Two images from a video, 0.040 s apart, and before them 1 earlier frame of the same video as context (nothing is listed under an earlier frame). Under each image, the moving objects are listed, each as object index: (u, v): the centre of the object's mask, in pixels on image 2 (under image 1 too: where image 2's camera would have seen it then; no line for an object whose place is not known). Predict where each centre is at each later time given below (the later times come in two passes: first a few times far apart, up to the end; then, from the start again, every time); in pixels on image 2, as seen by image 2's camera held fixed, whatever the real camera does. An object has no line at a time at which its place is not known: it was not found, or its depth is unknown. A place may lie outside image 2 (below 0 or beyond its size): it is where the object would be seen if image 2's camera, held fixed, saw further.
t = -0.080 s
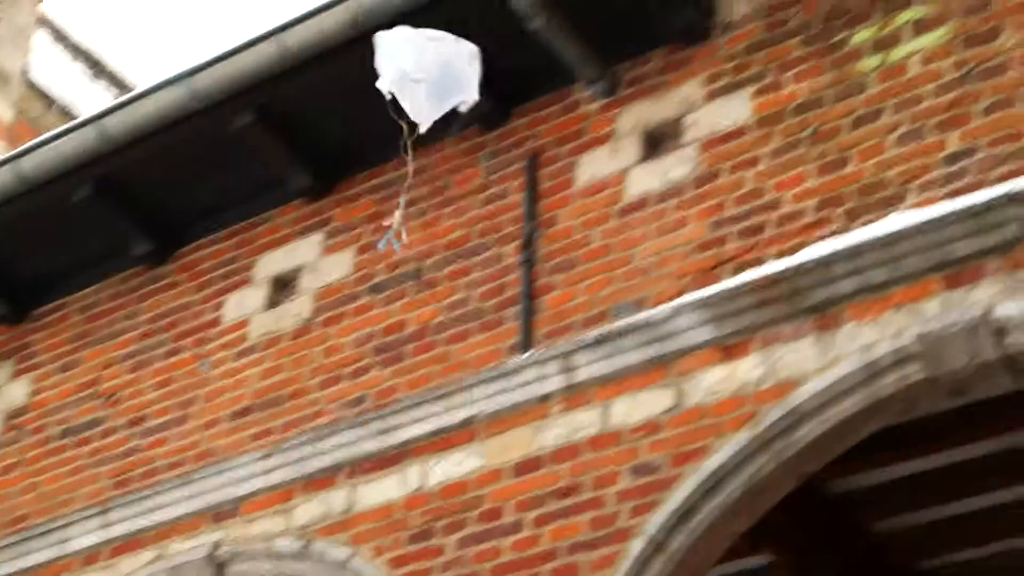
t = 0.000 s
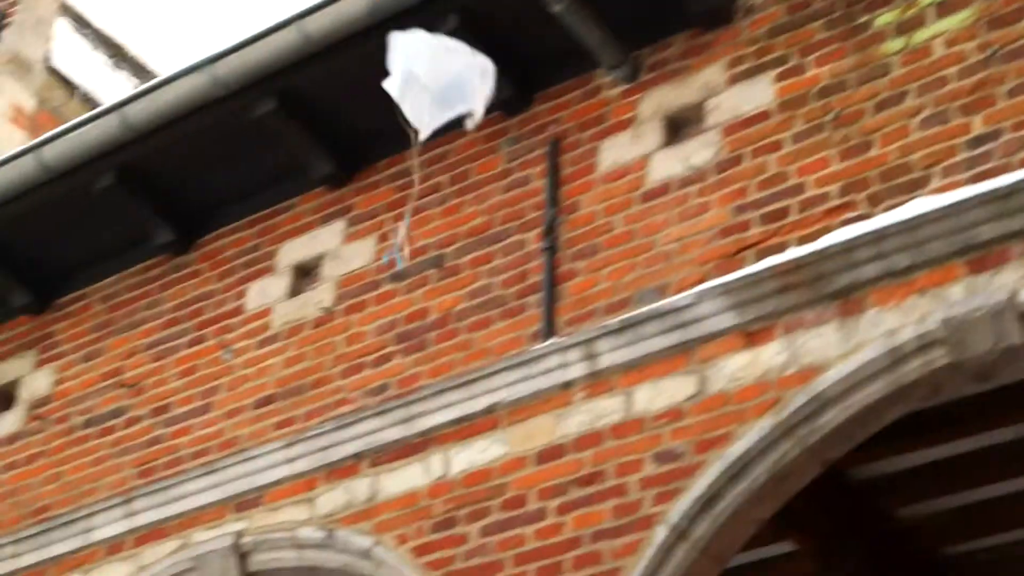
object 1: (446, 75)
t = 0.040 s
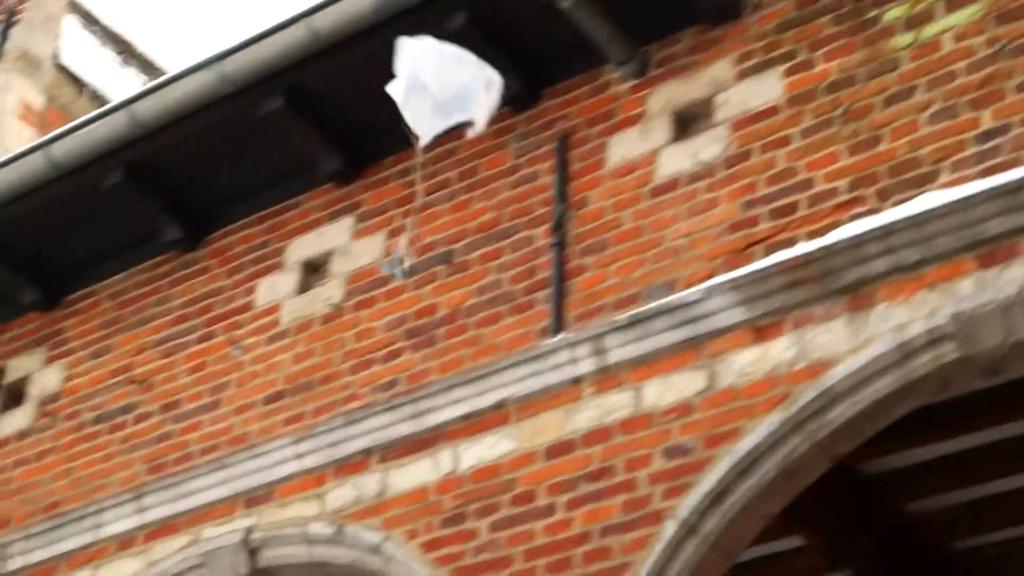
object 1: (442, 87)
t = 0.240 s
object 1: (438, 159)
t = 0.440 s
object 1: (455, 268)
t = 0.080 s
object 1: (440, 100)
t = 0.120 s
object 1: (438, 113)
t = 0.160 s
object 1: (438, 127)
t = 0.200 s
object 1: (437, 143)
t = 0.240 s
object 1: (438, 159)
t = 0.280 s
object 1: (440, 178)
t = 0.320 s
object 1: (442, 198)
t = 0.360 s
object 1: (445, 220)
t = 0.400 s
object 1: (449, 244)
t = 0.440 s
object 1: (455, 268)
